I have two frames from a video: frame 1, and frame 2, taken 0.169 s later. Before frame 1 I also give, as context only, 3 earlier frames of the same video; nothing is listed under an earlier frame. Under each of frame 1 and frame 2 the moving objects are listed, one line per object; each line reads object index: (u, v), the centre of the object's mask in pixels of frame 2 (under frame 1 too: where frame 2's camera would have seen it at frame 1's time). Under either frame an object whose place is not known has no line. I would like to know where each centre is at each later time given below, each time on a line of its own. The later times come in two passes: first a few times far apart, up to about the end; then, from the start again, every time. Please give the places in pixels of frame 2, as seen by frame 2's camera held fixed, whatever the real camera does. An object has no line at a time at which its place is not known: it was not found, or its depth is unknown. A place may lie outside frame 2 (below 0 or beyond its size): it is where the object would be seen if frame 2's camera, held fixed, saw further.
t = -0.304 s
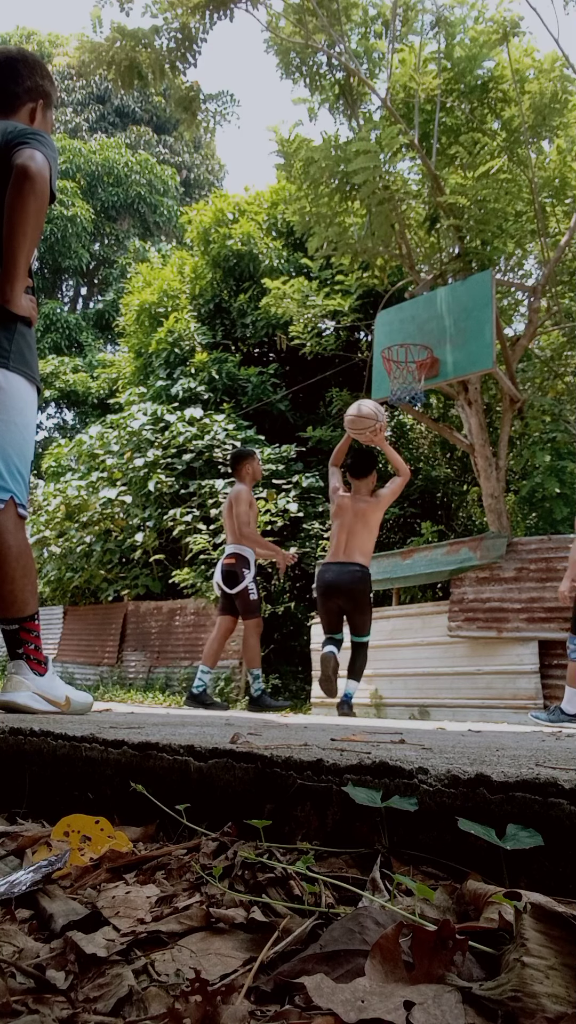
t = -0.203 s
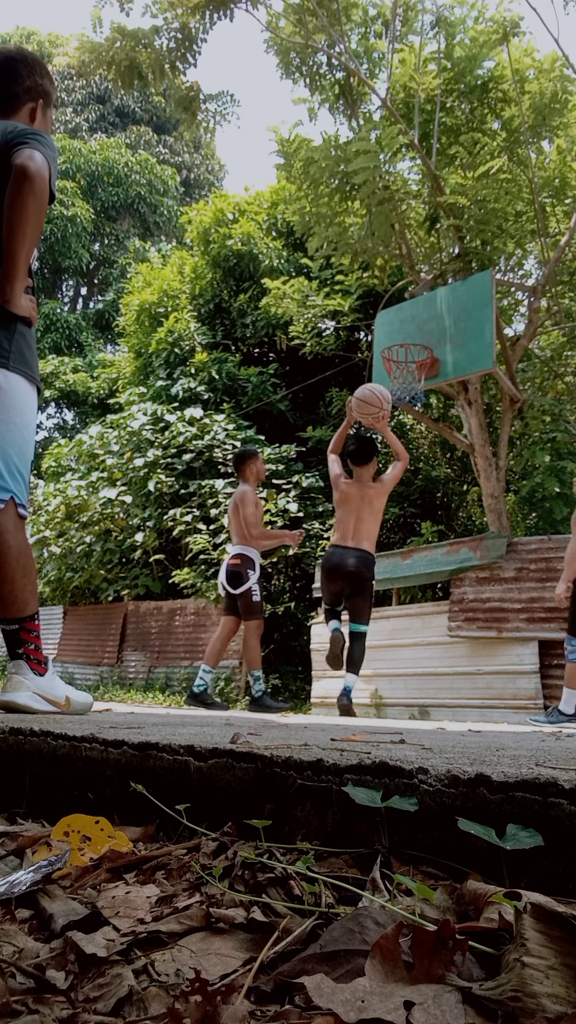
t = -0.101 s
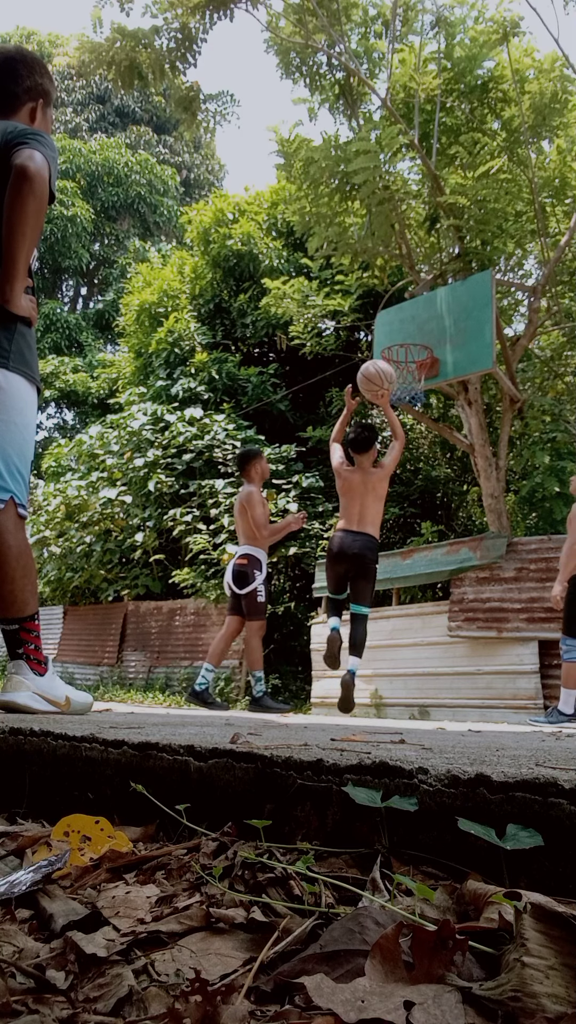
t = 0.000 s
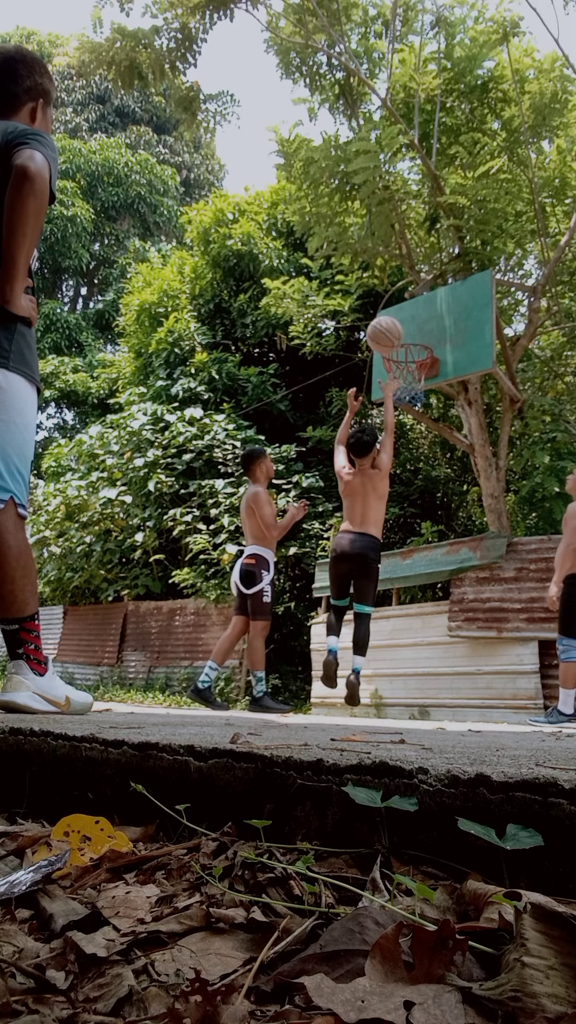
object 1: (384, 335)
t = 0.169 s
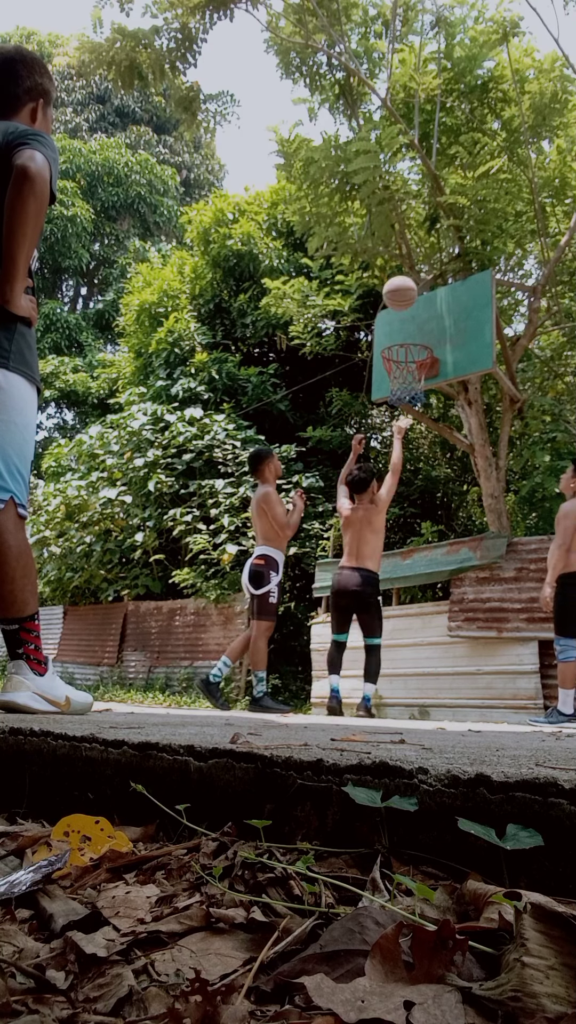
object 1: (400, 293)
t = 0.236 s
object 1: (405, 288)
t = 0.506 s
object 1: (420, 321)
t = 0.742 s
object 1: (402, 364)
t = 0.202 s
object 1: (403, 290)
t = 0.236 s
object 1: (405, 288)
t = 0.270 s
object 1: (407, 288)
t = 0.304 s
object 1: (409, 289)
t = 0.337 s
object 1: (411, 291)
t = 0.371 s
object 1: (413, 294)
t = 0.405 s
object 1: (415, 299)
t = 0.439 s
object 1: (417, 305)
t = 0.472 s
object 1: (419, 312)
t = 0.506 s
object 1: (420, 321)
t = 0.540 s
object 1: (421, 329)
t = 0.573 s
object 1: (415, 333)
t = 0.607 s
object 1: (409, 339)
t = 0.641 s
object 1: (402, 347)
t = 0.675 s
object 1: (396, 355)
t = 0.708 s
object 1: (397, 359)
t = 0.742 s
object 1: (402, 364)
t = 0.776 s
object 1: (405, 372)
